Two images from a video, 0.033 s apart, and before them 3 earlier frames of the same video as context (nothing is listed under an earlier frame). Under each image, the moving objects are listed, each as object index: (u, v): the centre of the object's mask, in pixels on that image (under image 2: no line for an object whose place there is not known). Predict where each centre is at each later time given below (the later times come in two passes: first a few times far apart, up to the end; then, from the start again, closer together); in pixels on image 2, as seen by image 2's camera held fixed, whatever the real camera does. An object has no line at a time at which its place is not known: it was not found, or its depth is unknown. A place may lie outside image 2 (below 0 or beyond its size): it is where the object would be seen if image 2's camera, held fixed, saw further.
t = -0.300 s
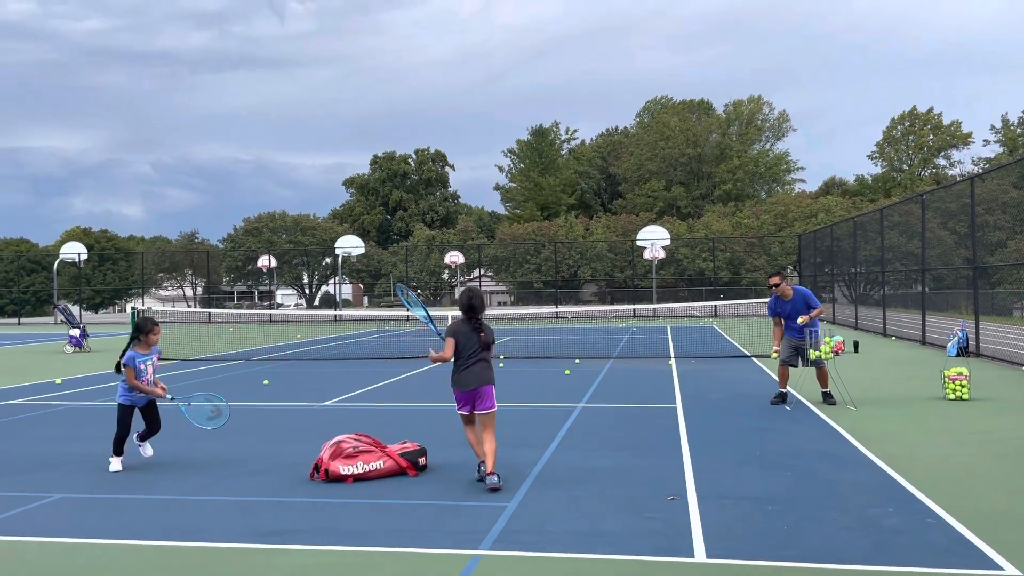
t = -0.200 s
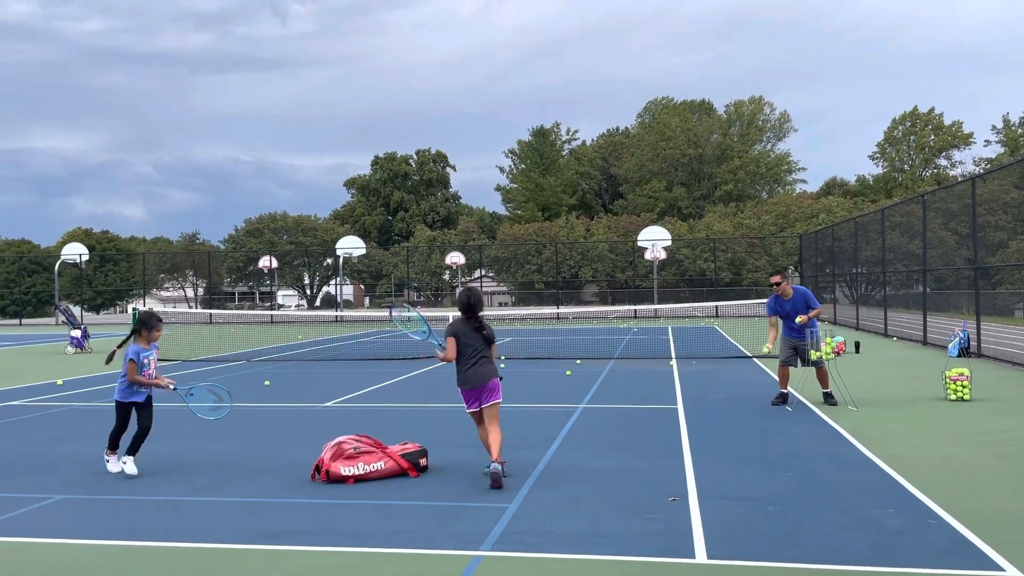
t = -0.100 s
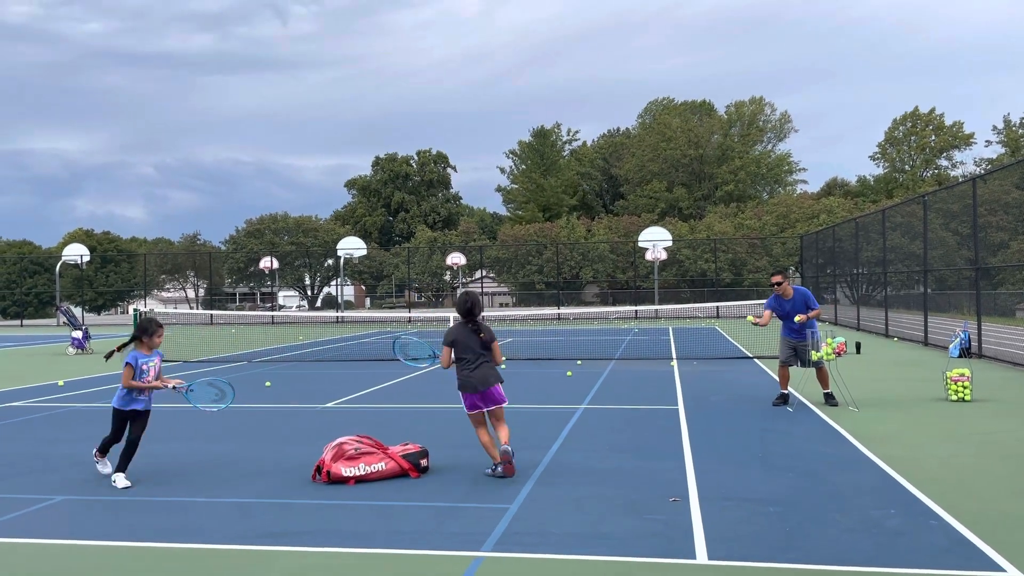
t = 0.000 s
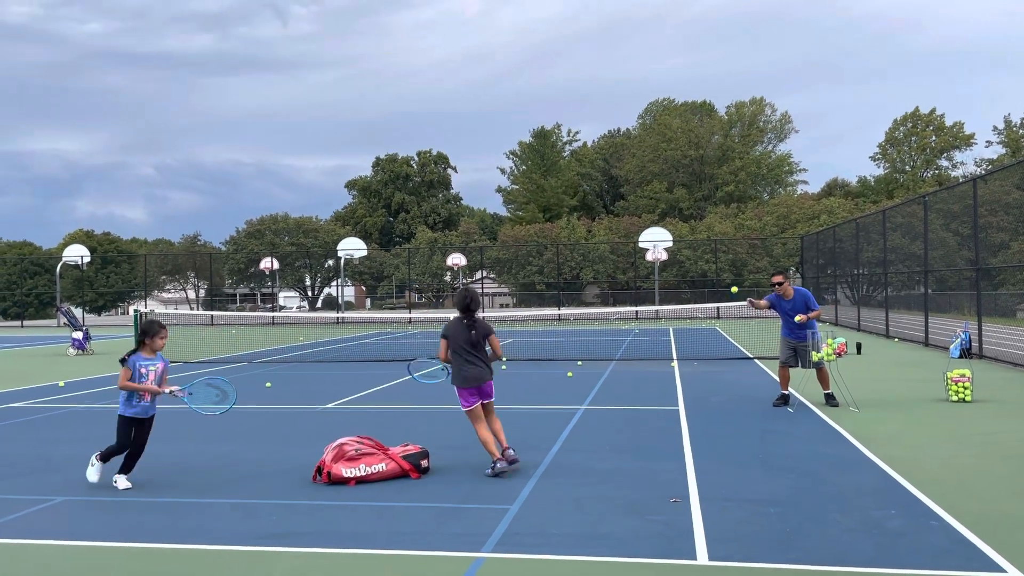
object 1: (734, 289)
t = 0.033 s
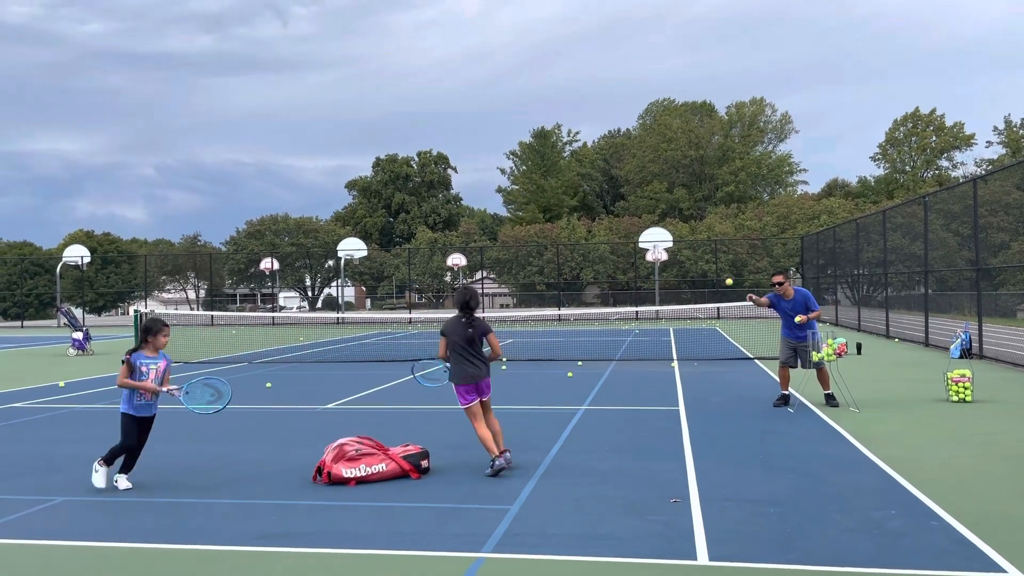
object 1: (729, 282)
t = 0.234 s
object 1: (695, 255)
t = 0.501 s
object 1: (646, 287)
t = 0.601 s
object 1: (627, 323)
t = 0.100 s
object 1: (718, 269)
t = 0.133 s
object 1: (712, 264)
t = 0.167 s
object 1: (707, 260)
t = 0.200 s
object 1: (701, 257)
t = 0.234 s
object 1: (695, 255)
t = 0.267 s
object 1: (690, 255)
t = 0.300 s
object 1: (683, 255)
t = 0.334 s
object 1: (678, 257)
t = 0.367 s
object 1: (671, 260)
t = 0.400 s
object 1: (666, 265)
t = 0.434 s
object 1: (659, 271)
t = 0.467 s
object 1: (653, 278)
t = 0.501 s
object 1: (646, 287)
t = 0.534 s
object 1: (640, 298)
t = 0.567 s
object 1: (633, 309)
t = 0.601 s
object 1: (627, 323)
